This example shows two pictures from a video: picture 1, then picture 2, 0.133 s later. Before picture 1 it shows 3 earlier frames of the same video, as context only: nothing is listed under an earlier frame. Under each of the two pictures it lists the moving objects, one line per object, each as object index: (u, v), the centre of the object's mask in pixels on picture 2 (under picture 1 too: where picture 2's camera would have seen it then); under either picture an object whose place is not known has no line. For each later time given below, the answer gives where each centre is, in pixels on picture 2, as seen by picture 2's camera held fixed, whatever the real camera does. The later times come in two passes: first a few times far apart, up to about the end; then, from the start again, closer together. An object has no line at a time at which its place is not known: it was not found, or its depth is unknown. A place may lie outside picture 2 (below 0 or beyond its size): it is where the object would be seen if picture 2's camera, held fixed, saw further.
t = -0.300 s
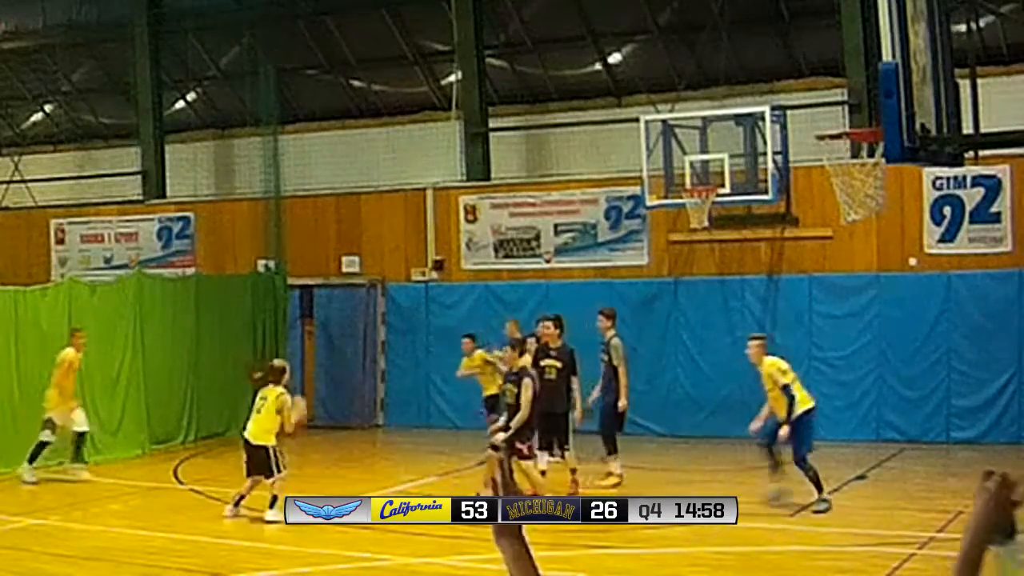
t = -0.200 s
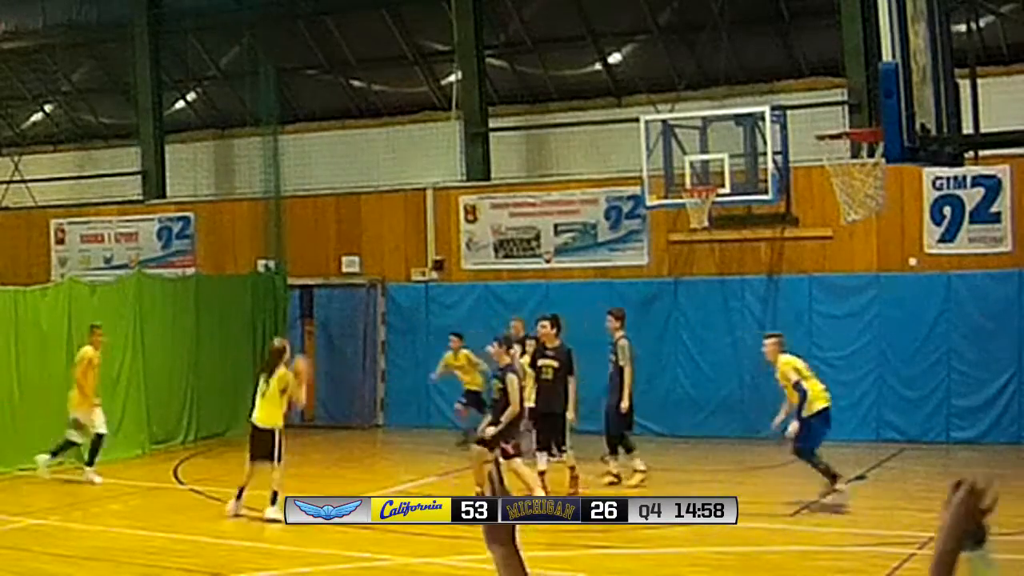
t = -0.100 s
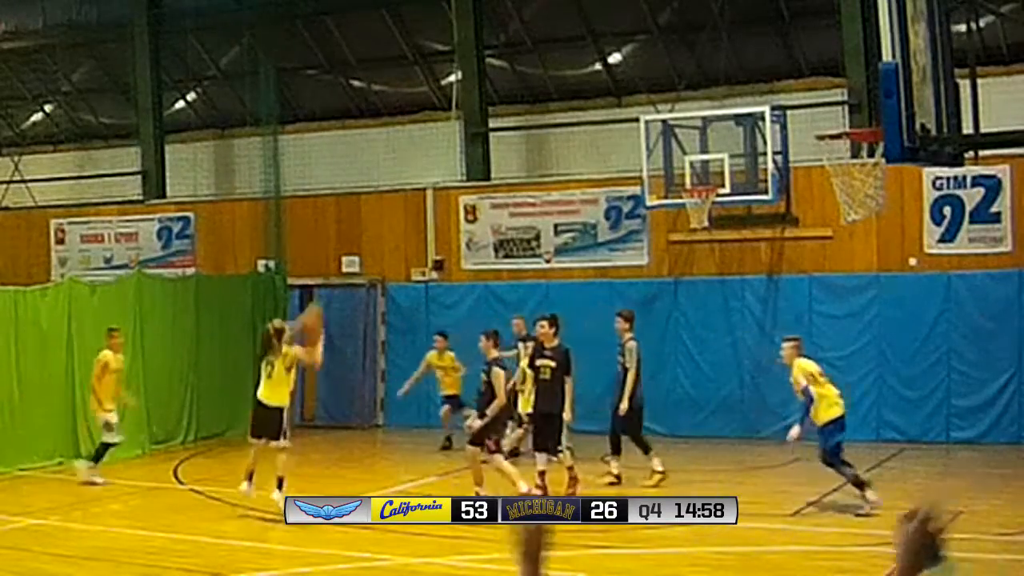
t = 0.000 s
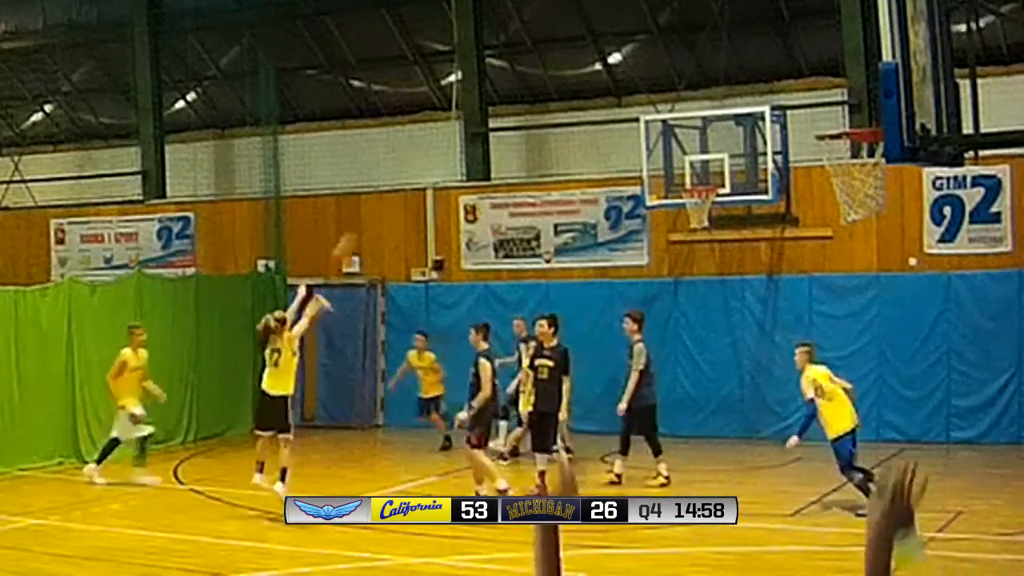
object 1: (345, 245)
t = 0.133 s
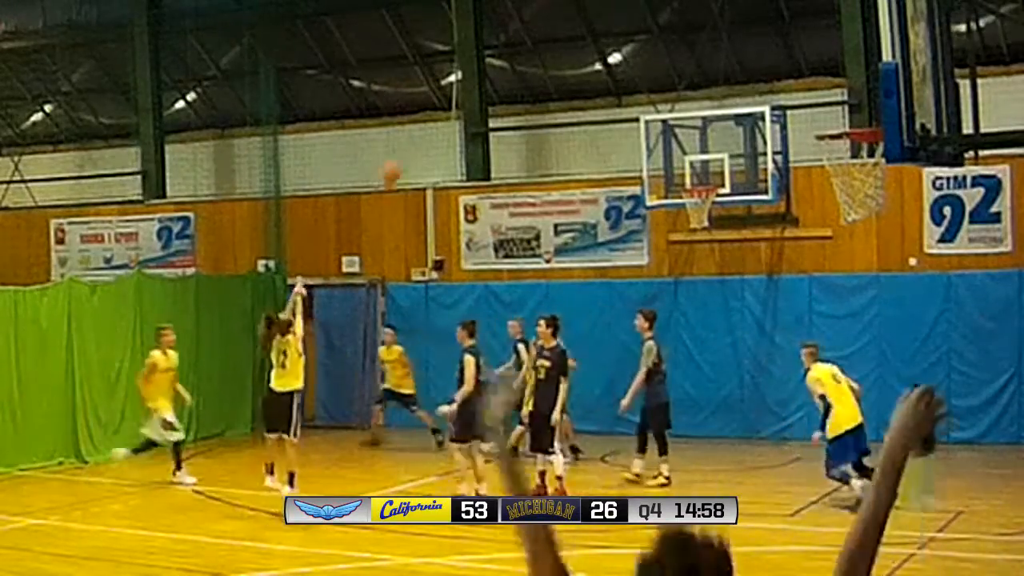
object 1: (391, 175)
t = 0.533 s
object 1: (509, 53)
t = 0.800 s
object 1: (586, 56)
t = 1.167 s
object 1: (680, 155)
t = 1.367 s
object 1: (706, 190)
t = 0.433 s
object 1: (483, 69)
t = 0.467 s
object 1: (490, 64)
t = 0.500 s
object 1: (499, 59)
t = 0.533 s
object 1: (509, 53)
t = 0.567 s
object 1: (518, 52)
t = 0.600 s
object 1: (530, 49)
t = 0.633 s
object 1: (538, 49)
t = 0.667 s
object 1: (548, 49)
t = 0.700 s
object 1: (558, 50)
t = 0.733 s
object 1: (567, 51)
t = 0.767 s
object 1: (577, 54)
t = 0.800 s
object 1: (586, 56)
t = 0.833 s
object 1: (595, 63)
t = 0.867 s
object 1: (604, 68)
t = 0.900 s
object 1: (614, 76)
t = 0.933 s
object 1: (623, 85)
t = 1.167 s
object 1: (680, 155)
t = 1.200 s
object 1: (692, 173)
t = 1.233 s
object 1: (696, 182)
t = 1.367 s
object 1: (706, 190)
